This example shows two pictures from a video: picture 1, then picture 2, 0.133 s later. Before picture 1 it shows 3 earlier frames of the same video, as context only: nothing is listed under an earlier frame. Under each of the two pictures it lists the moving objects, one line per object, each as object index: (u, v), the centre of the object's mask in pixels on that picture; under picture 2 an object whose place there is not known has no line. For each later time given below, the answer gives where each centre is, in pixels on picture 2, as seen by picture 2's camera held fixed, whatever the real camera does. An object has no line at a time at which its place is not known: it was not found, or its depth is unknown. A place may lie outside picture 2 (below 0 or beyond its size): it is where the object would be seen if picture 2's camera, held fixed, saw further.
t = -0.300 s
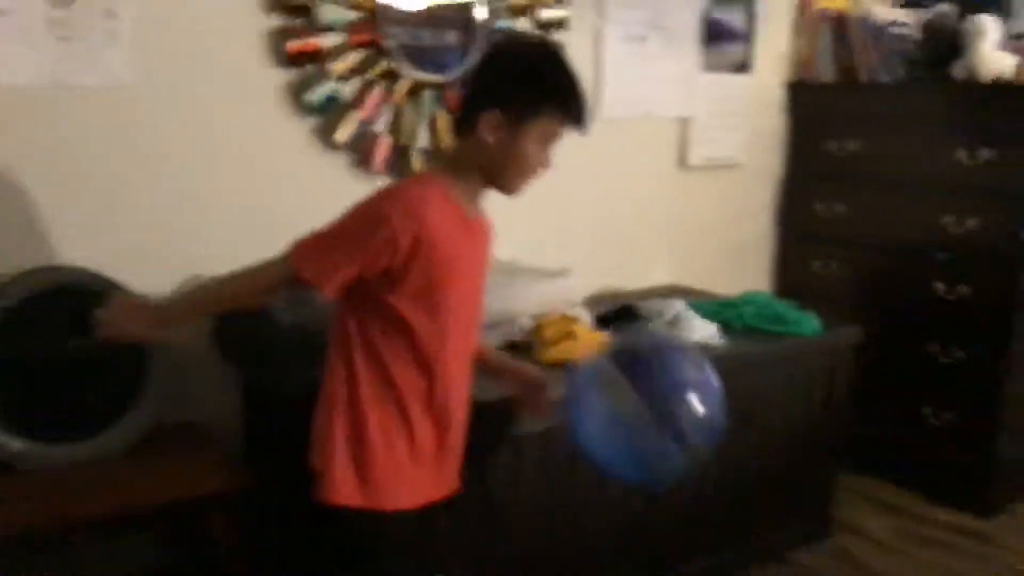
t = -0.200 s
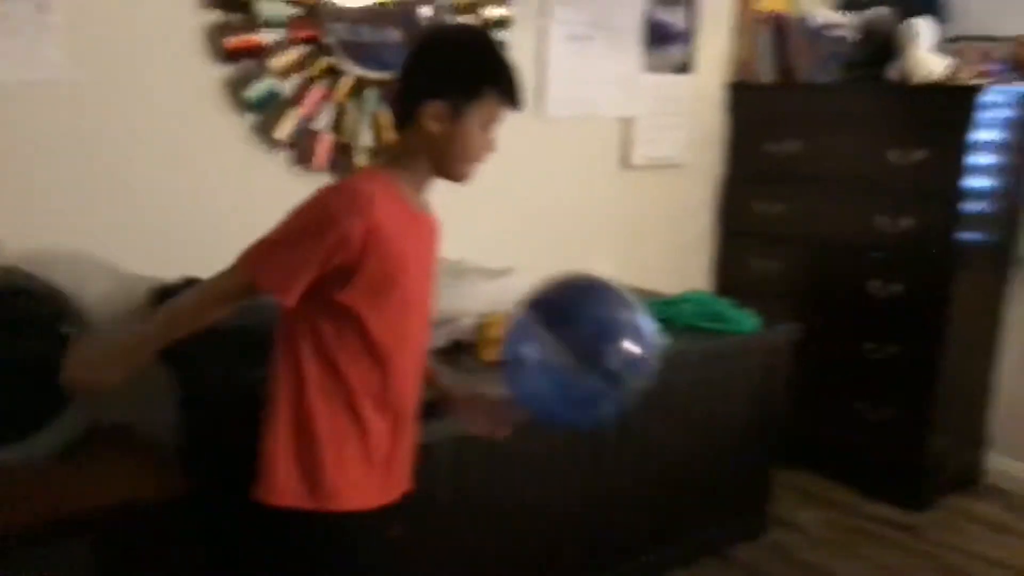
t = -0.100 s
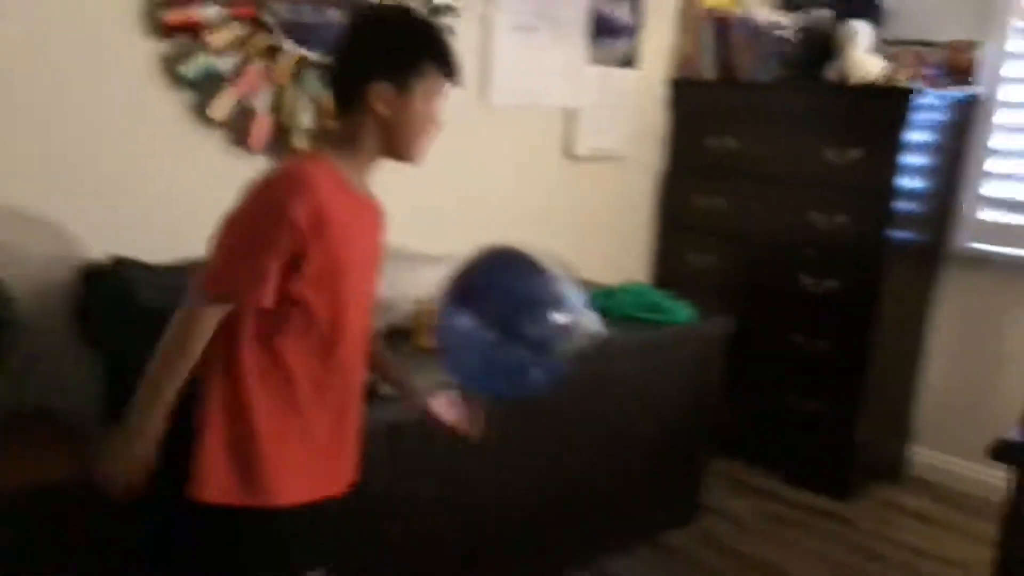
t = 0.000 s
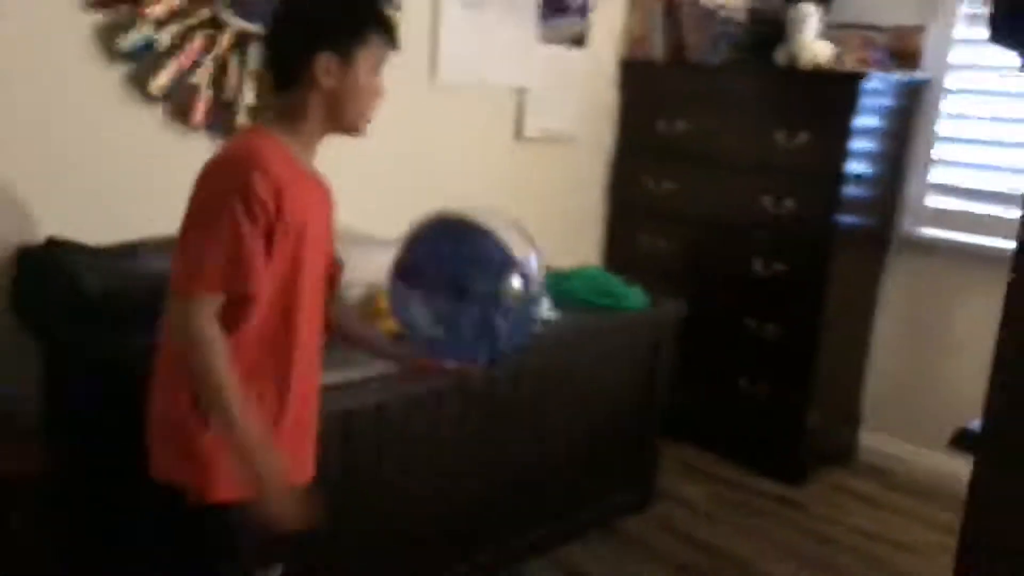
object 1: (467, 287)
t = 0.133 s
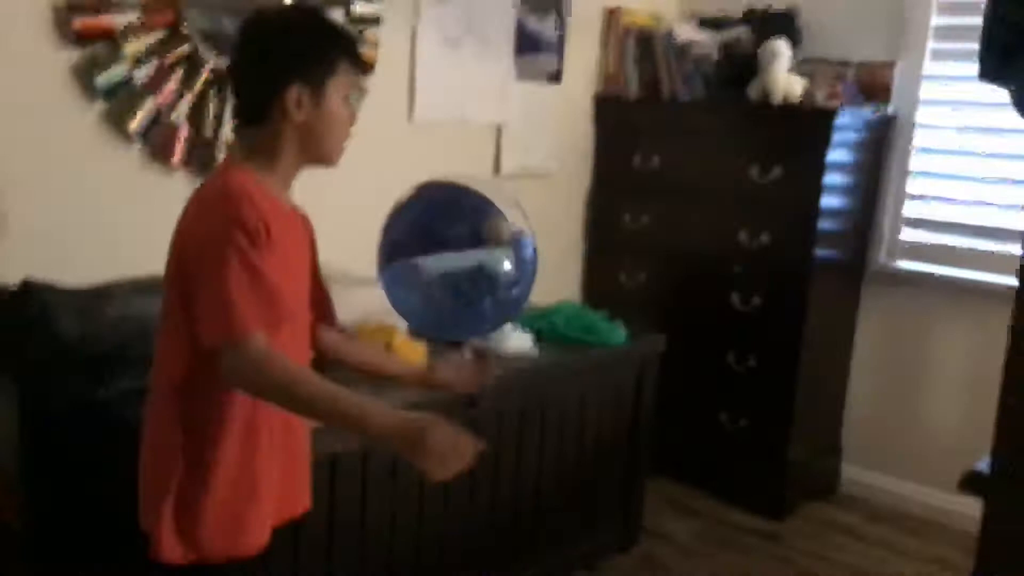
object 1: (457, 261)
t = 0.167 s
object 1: (456, 256)
